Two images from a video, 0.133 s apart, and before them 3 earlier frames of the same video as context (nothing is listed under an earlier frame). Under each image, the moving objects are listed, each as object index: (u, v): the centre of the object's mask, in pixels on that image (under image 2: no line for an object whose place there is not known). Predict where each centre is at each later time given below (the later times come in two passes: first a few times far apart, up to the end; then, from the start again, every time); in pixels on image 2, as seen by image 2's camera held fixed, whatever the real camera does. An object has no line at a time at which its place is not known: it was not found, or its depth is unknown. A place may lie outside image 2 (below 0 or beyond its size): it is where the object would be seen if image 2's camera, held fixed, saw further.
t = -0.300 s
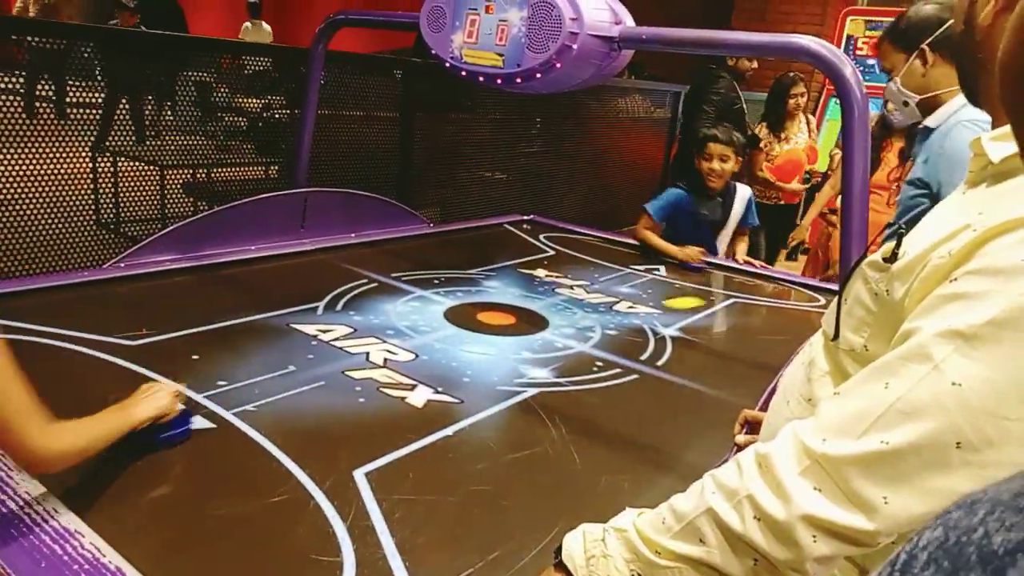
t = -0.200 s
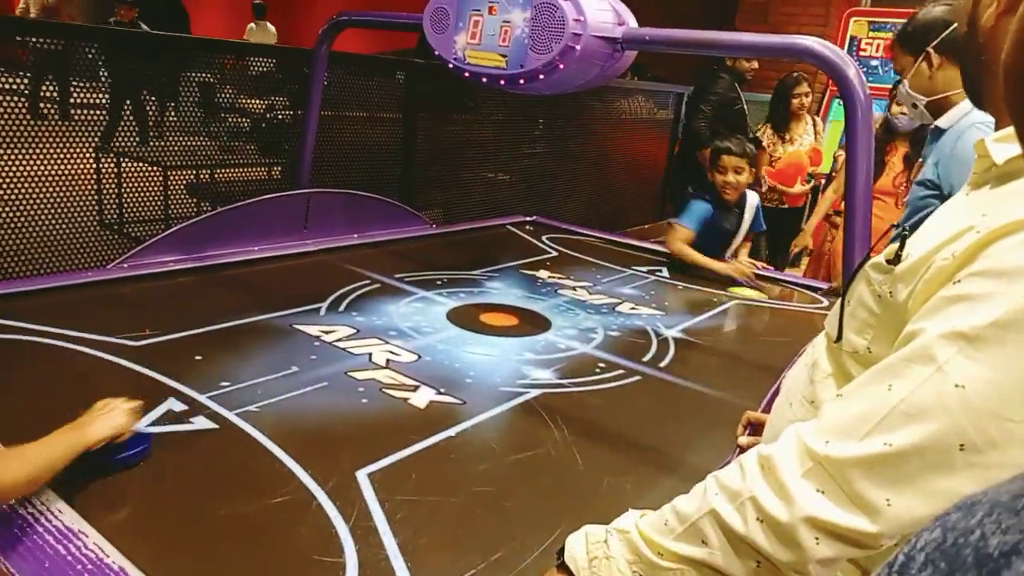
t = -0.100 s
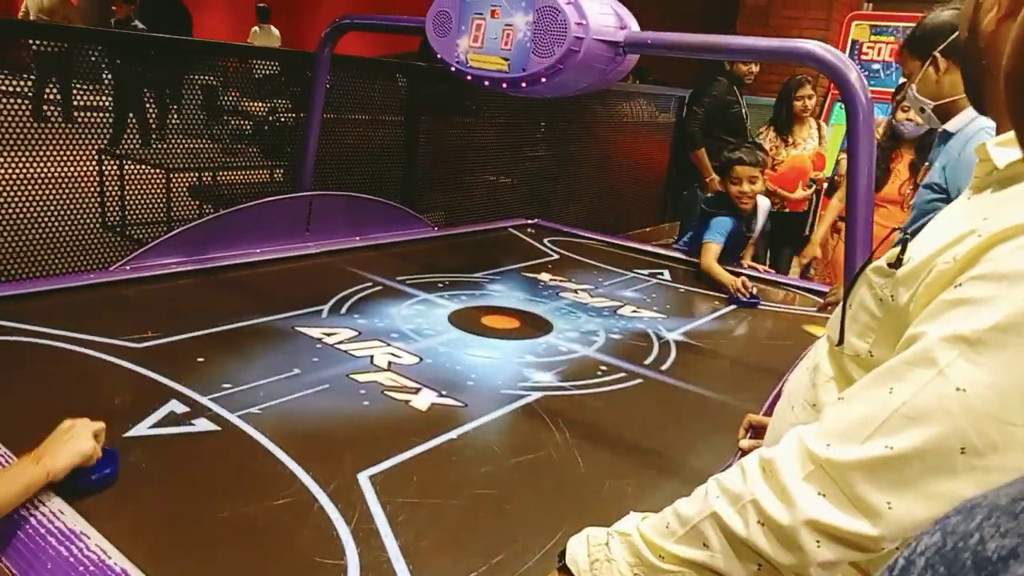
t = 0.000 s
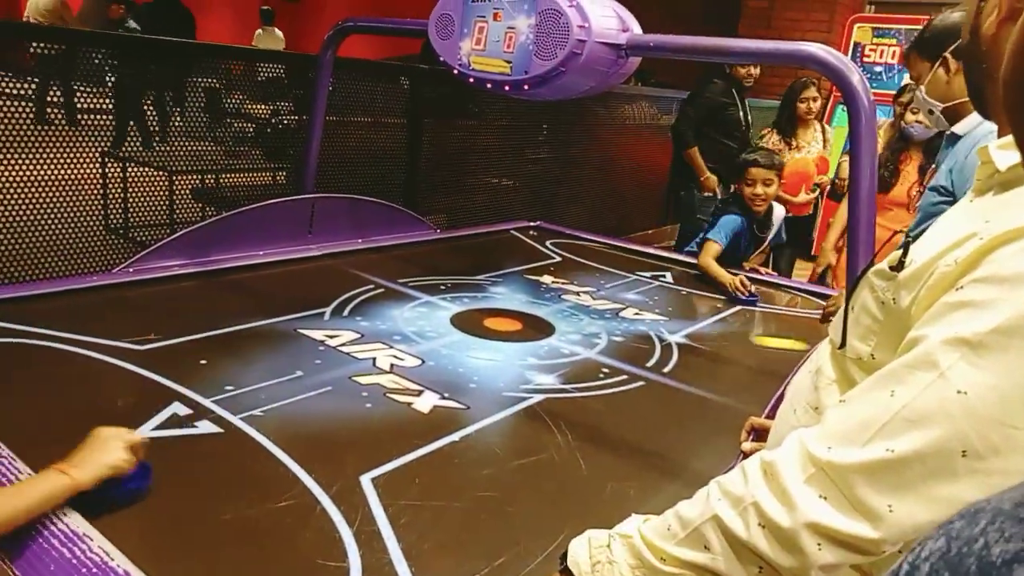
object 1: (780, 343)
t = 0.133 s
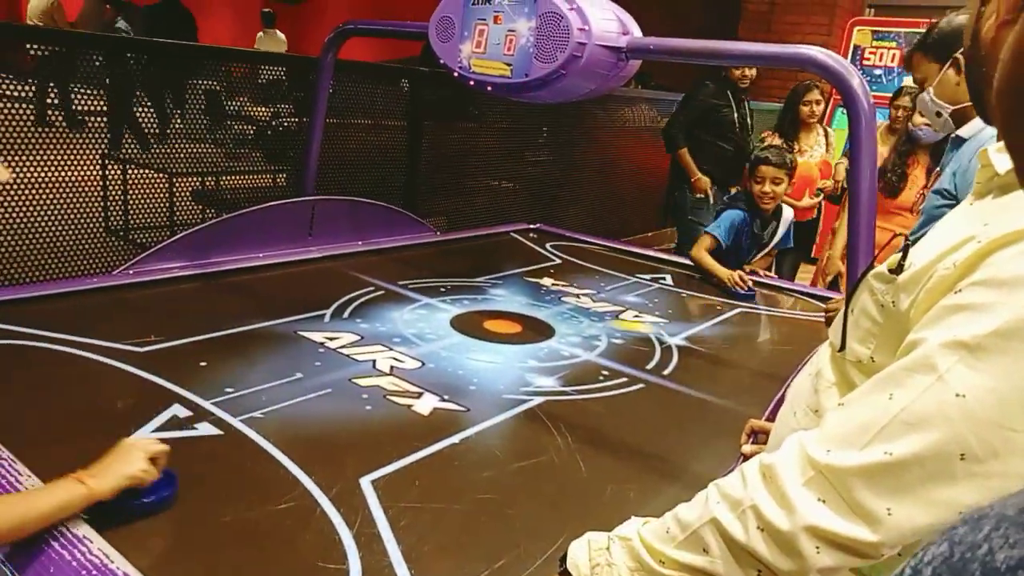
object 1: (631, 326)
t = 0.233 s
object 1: (526, 311)
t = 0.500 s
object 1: (267, 274)
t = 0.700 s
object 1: (242, 306)
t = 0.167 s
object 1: (595, 320)
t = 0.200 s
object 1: (561, 316)
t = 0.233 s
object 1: (526, 311)
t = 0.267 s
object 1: (493, 306)
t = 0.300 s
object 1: (459, 301)
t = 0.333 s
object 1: (422, 296)
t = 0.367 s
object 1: (392, 292)
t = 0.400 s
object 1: (361, 287)
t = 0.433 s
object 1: (330, 283)
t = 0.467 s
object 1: (299, 279)
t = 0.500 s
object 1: (267, 274)
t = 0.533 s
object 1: (246, 273)
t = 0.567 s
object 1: (245, 278)
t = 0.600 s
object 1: (244, 285)
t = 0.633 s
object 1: (243, 291)
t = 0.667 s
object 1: (243, 298)
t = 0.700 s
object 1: (242, 306)
